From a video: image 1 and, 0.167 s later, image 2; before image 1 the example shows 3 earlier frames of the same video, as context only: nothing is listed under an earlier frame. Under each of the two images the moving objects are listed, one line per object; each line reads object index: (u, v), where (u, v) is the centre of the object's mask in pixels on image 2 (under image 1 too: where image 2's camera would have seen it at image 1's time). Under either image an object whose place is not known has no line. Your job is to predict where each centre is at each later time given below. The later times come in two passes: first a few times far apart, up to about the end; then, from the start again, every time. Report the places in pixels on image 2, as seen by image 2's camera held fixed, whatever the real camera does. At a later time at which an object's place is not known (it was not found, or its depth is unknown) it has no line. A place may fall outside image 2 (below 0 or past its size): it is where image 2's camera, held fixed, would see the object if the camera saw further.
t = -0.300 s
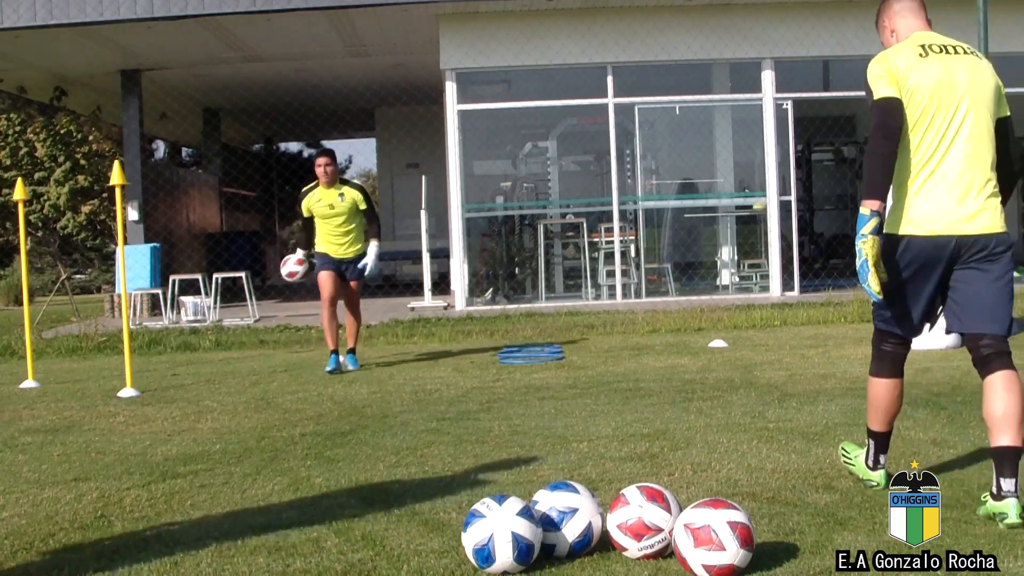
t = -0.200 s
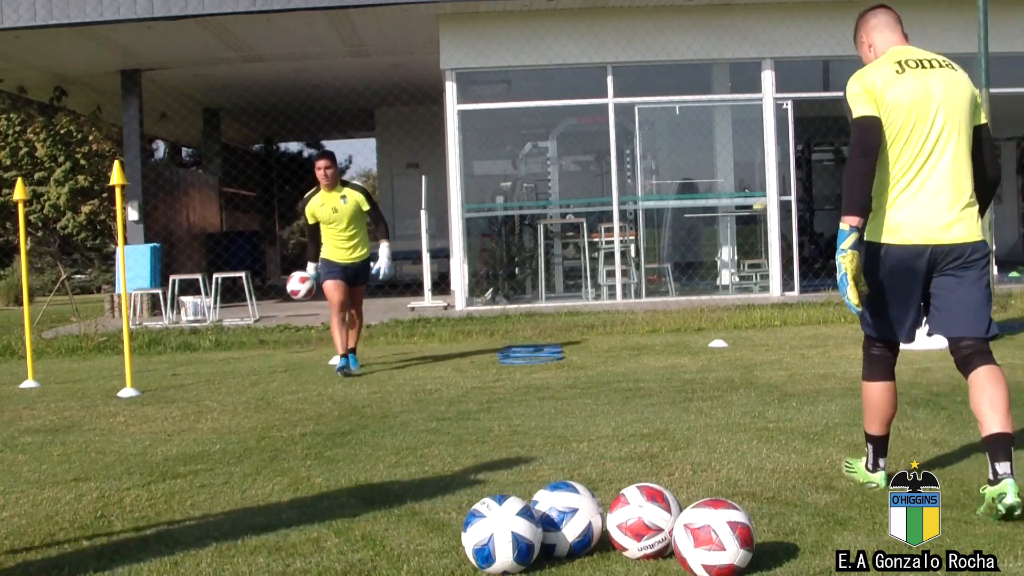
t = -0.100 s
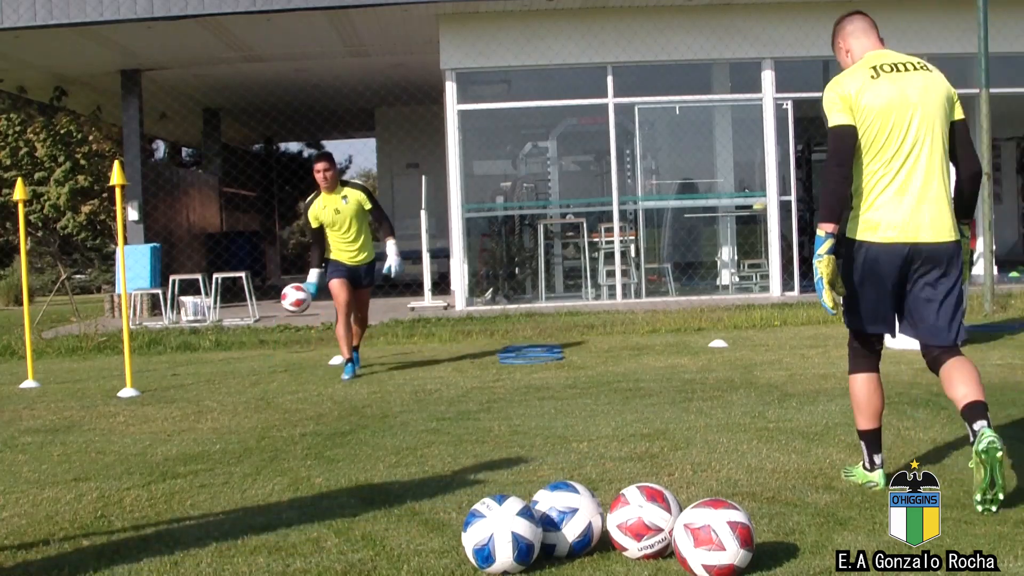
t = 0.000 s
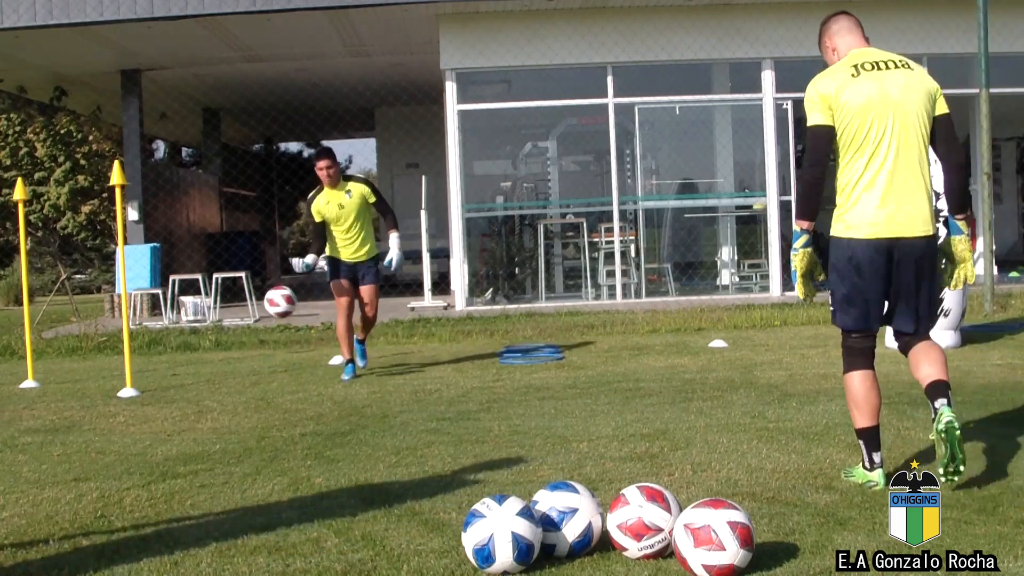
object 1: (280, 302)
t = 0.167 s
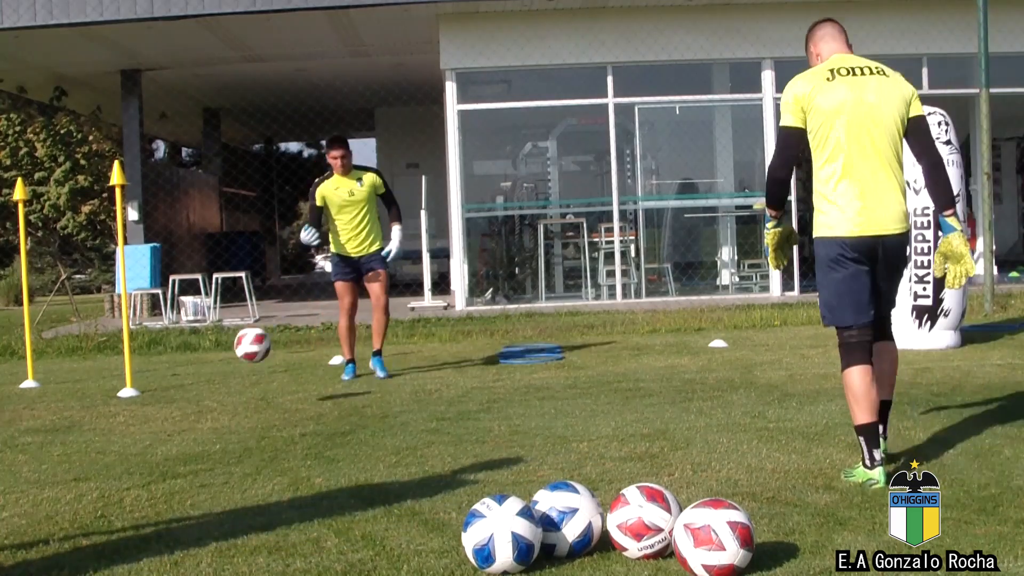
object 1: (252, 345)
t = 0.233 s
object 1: (241, 378)
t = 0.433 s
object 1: (211, 386)
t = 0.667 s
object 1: (178, 432)
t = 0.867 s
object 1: (134, 458)
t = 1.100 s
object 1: (67, 511)
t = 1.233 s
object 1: (25, 540)
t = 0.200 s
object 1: (247, 360)
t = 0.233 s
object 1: (241, 378)
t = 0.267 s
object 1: (235, 399)
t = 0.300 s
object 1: (229, 408)
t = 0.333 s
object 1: (225, 400)
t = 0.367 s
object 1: (220, 394)
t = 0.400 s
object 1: (215, 389)
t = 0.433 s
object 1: (211, 386)
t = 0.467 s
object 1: (206, 385)
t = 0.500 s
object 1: (201, 386)
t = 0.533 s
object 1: (196, 390)
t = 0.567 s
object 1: (192, 397)
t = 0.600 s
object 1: (187, 406)
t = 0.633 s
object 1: (183, 418)
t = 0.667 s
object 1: (178, 432)
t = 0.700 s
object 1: (173, 450)
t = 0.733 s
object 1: (167, 453)
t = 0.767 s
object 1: (159, 451)
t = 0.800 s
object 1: (151, 450)
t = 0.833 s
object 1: (142, 452)
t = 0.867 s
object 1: (134, 458)
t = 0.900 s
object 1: (125, 468)
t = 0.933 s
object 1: (117, 480)
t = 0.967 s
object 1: (108, 491)
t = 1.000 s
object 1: (98, 492)
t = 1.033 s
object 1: (87, 494)
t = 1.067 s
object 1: (77, 501)
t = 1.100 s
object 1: (67, 511)
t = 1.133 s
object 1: (55, 523)
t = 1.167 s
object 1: (43, 529)
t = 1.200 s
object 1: (32, 533)
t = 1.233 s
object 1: (25, 540)
